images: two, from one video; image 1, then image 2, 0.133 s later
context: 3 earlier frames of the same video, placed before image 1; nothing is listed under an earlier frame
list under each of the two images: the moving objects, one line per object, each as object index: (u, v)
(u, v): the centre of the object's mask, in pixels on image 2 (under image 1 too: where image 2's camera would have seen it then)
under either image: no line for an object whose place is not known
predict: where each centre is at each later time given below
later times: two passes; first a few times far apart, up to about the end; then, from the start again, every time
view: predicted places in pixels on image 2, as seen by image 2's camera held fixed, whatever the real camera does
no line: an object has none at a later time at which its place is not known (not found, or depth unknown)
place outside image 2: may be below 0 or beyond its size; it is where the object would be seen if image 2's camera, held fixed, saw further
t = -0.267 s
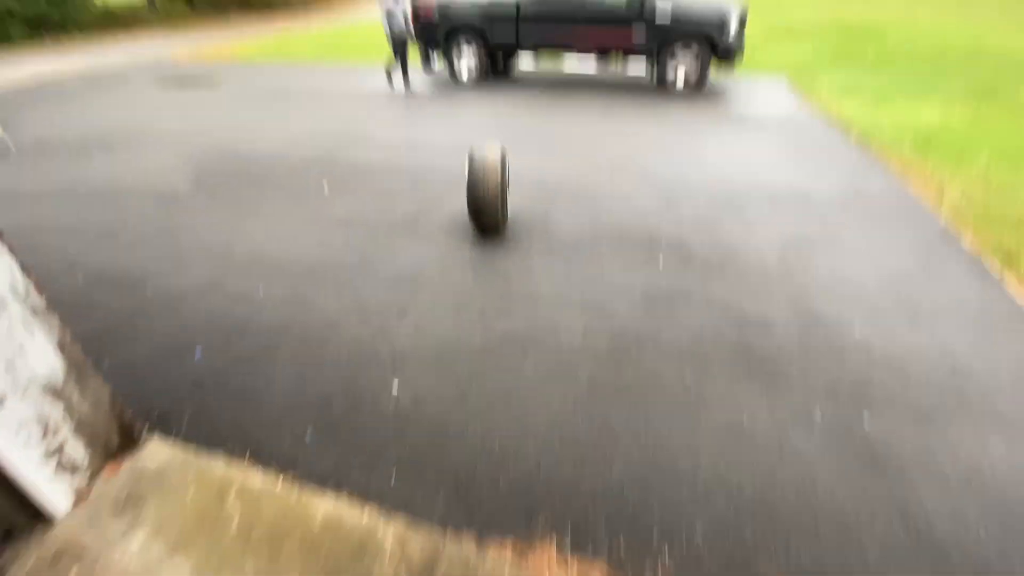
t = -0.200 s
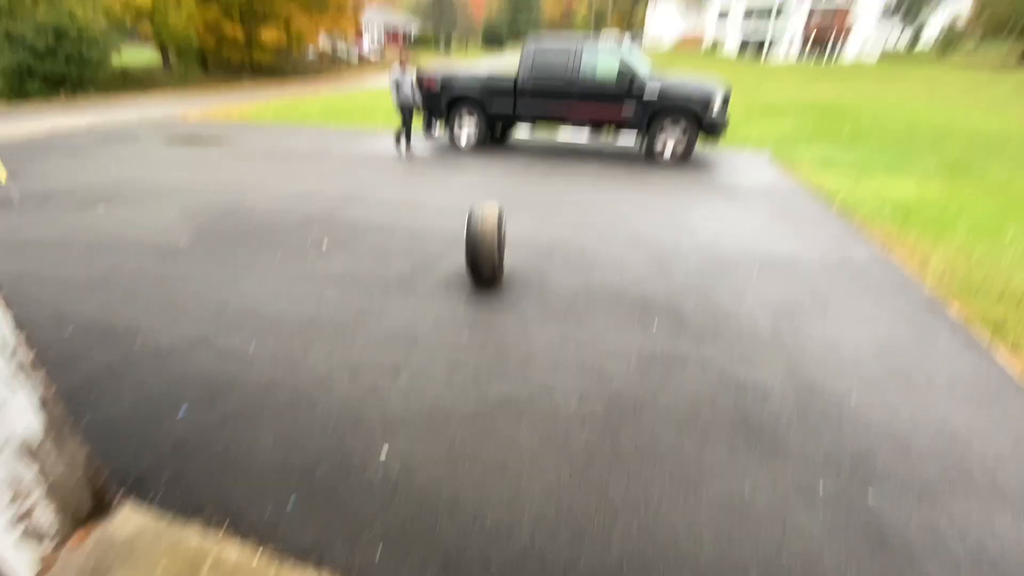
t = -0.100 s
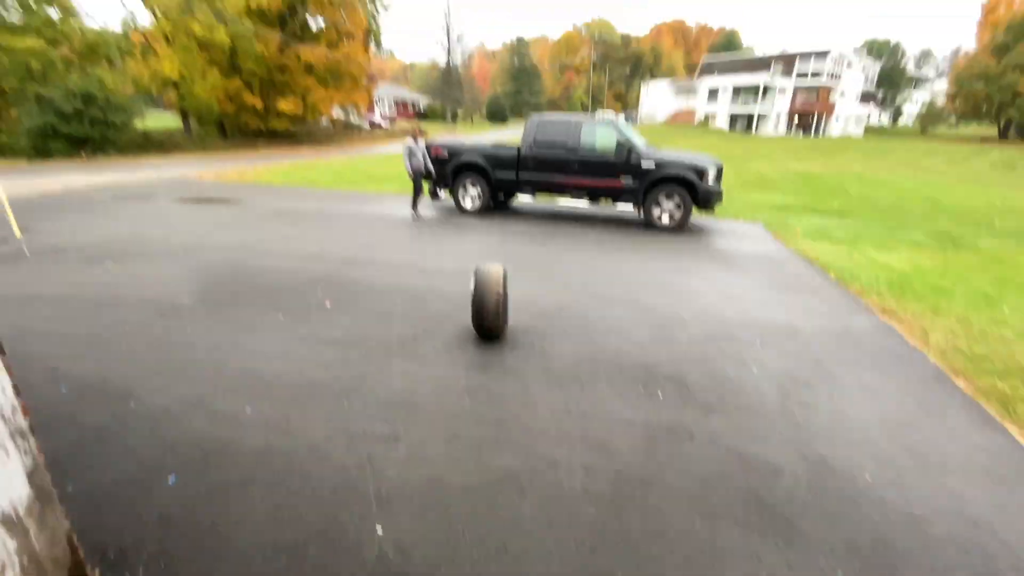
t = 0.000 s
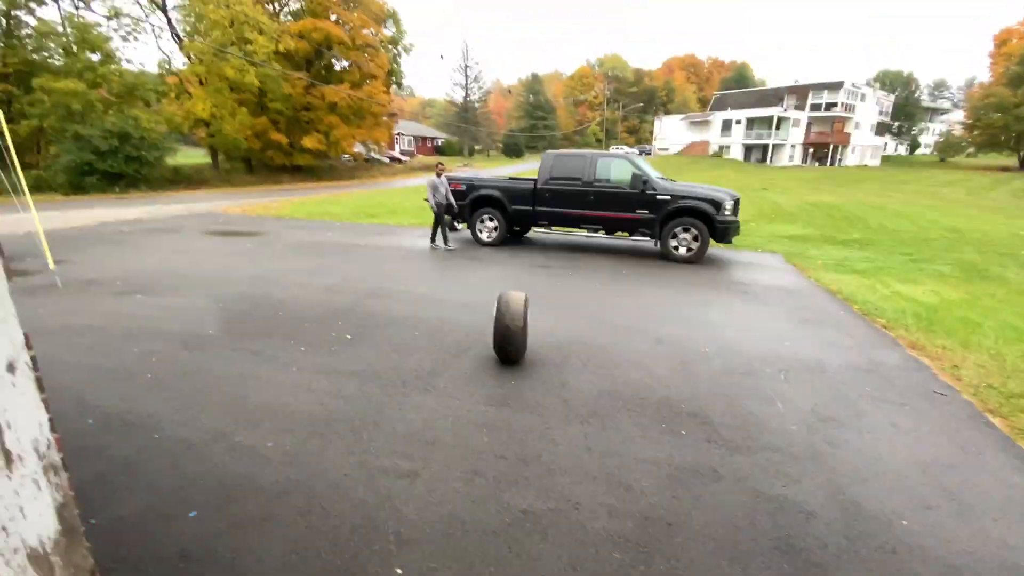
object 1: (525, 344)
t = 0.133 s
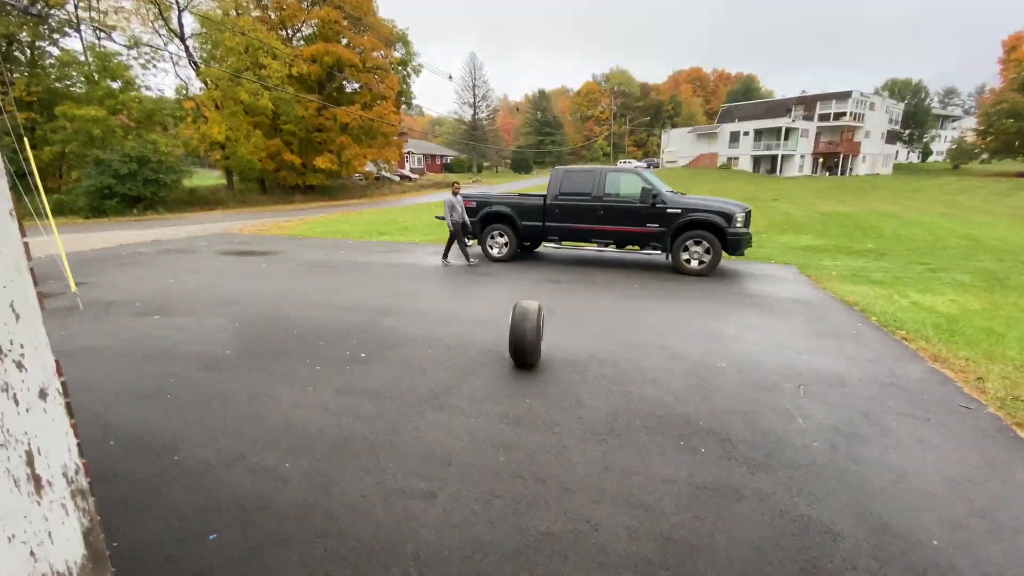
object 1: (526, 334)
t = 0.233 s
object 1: (527, 327)
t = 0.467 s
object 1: (532, 314)
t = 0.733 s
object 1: (535, 301)
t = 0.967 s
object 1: (541, 292)
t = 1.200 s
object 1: (545, 285)
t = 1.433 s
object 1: (550, 279)
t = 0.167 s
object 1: (526, 331)
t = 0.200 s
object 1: (526, 329)
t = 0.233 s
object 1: (527, 327)
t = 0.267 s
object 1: (527, 325)
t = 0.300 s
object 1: (528, 323)
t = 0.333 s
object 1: (529, 321)
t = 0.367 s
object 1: (530, 319)
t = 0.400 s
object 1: (530, 317)
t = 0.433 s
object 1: (531, 316)
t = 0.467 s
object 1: (532, 314)
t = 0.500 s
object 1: (532, 312)
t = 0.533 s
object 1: (533, 310)
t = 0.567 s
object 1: (533, 309)
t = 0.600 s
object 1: (533, 307)
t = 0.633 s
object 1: (534, 306)
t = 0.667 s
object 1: (534, 304)
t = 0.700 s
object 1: (535, 302)
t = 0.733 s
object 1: (535, 301)
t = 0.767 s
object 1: (536, 300)
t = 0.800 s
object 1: (537, 298)
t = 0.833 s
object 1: (538, 297)
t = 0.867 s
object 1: (539, 296)
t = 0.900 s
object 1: (539, 294)
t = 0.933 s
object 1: (540, 293)
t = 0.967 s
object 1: (541, 292)
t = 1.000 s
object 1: (541, 291)
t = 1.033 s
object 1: (542, 290)
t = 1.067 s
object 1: (542, 289)
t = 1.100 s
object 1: (543, 287)
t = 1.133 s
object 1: (544, 287)
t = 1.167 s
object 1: (544, 286)
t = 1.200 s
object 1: (545, 285)
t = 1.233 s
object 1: (546, 284)
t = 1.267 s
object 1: (547, 283)
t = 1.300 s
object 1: (547, 282)
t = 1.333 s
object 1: (548, 281)
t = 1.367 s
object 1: (549, 280)
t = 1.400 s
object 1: (549, 279)
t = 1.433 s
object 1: (550, 279)
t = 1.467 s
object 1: (551, 278)
